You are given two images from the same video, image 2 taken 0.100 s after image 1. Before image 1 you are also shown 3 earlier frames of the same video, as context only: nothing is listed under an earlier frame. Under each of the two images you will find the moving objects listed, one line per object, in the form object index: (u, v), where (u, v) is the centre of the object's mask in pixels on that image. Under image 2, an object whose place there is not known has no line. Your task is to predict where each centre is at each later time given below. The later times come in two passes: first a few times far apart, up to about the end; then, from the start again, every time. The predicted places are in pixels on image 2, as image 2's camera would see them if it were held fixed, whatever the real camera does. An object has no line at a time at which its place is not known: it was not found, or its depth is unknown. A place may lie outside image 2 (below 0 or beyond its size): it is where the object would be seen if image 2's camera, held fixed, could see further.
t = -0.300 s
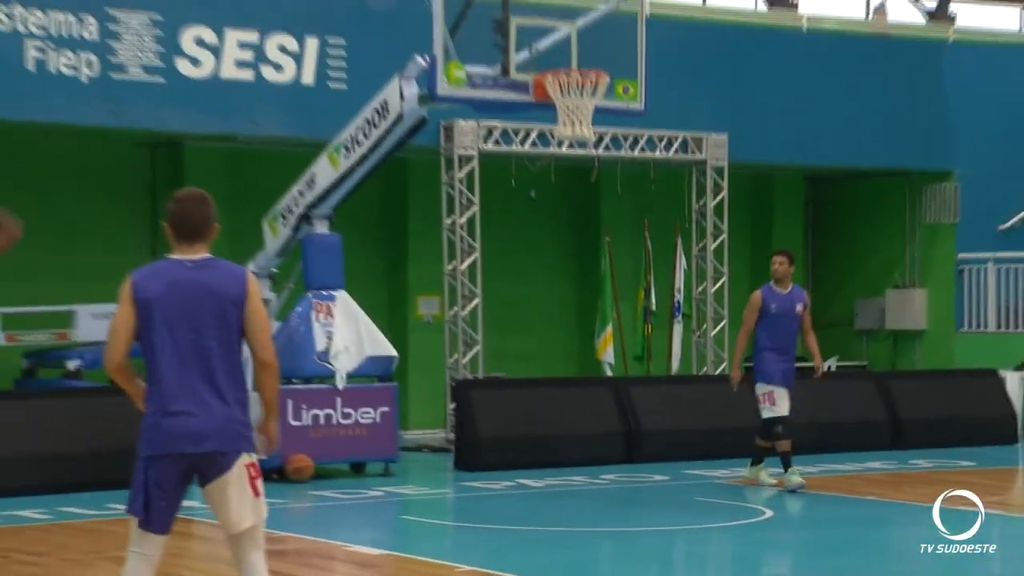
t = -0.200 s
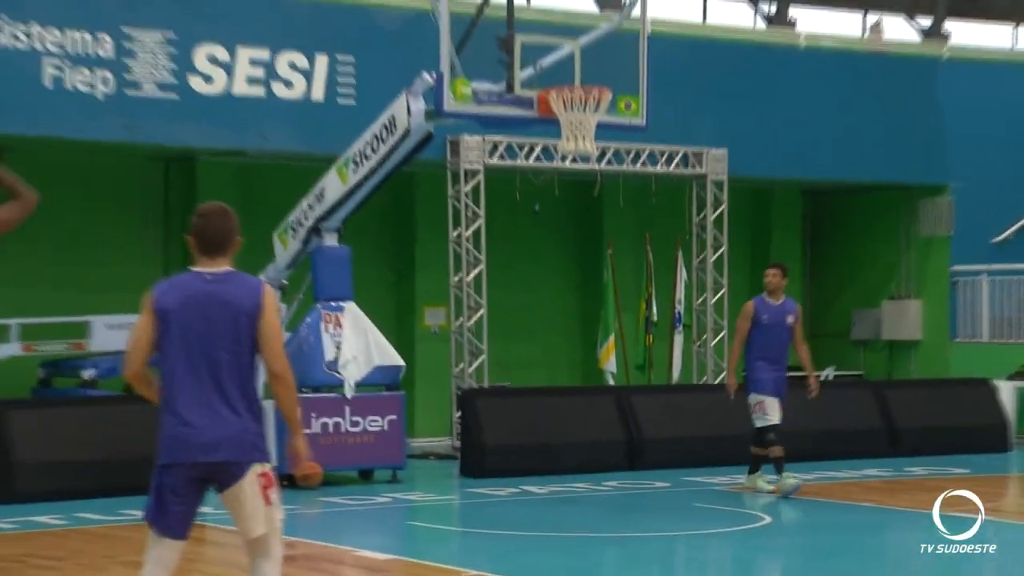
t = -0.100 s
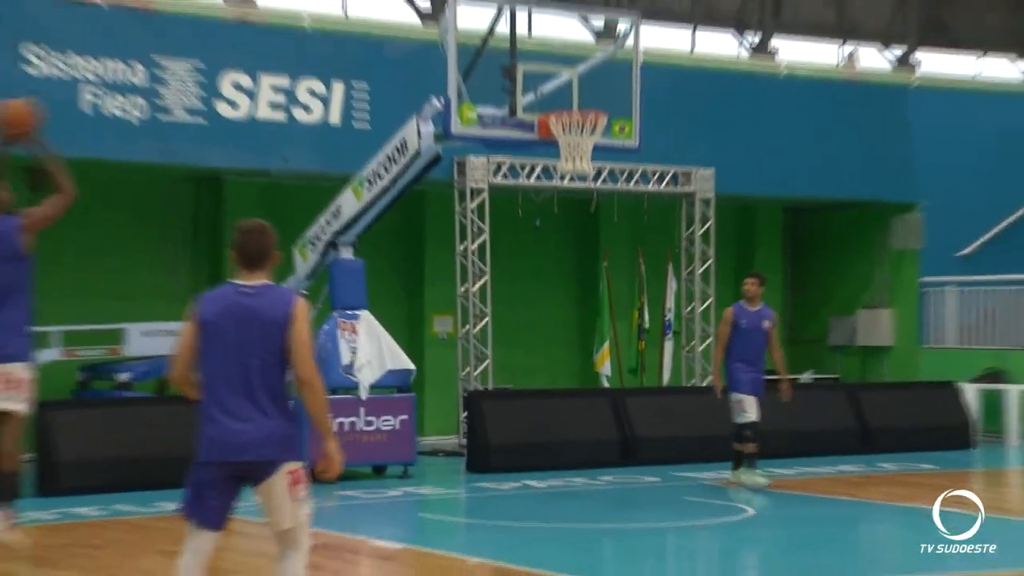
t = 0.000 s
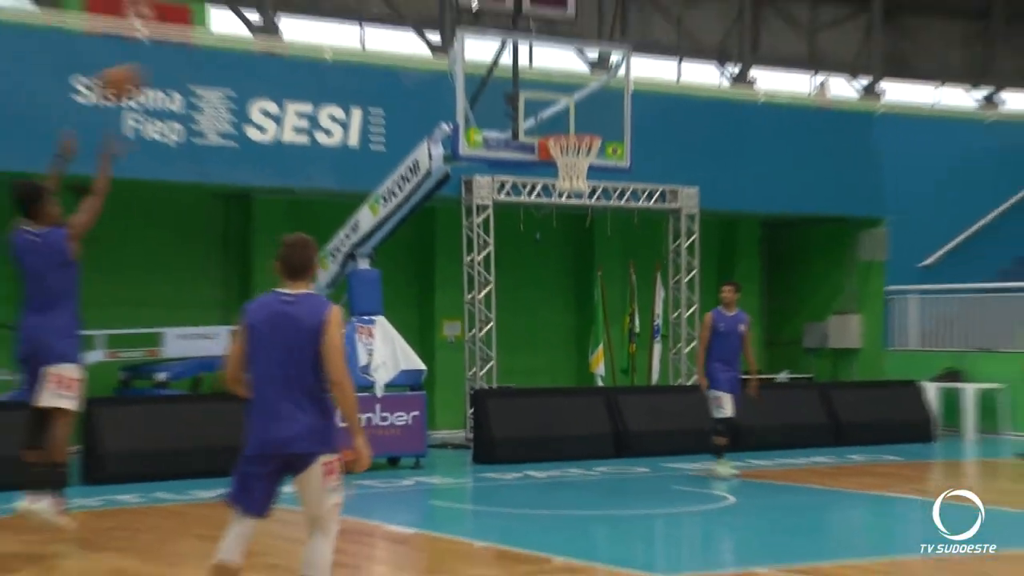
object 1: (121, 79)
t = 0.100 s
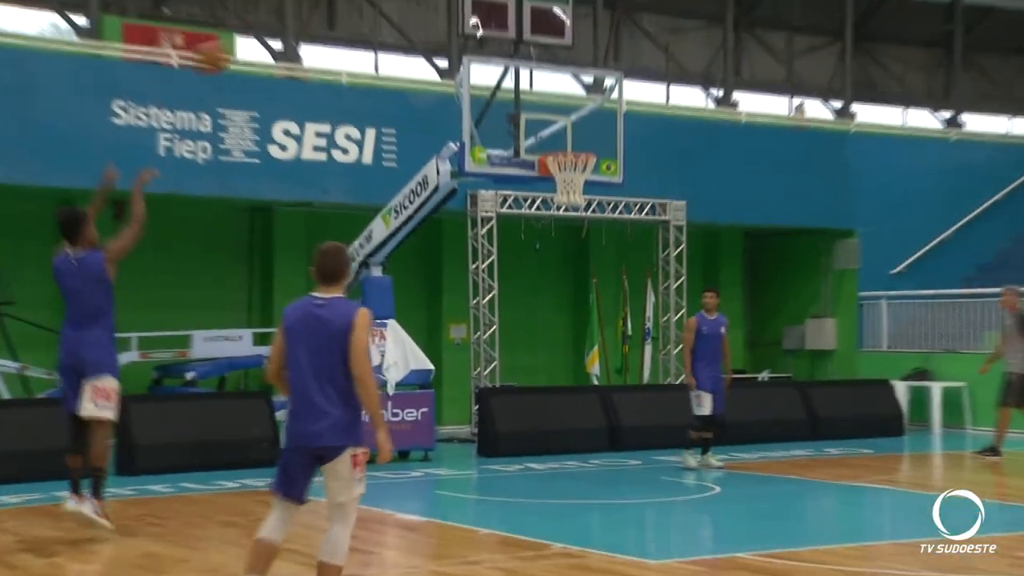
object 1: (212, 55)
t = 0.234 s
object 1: (284, 13)
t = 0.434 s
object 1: (381, -6)
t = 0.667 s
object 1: (484, 39)
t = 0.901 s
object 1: (574, 133)
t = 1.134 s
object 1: (572, 149)
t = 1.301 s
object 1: (576, 153)
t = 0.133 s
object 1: (232, 43)
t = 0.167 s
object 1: (249, 27)
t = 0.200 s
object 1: (266, 22)
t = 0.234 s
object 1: (284, 13)
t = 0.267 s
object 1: (301, 7)
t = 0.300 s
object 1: (318, 2)
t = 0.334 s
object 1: (334, -1)
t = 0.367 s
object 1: (350, -4)
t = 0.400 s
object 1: (366, -5)
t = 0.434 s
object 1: (381, -6)
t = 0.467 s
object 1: (396, -5)
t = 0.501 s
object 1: (412, 1)
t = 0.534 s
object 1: (427, 5)
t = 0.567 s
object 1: (441, 11)
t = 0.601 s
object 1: (457, 20)
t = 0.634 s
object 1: (470, 28)
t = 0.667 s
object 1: (484, 39)
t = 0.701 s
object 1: (496, 47)
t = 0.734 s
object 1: (510, 57)
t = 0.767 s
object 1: (522, 72)
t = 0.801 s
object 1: (537, 87)
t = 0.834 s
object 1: (548, 102)
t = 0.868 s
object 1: (561, 115)
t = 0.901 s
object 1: (574, 133)
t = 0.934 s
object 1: (583, 145)
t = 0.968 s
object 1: (577, 148)
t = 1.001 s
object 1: (567, 151)
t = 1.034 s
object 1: (564, 153)
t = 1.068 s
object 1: (561, 151)
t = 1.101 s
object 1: (565, 148)
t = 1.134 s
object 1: (572, 149)
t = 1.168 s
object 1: (579, 149)
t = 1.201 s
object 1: (583, 150)
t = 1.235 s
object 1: (582, 150)
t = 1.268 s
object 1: (578, 151)
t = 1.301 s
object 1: (576, 153)
